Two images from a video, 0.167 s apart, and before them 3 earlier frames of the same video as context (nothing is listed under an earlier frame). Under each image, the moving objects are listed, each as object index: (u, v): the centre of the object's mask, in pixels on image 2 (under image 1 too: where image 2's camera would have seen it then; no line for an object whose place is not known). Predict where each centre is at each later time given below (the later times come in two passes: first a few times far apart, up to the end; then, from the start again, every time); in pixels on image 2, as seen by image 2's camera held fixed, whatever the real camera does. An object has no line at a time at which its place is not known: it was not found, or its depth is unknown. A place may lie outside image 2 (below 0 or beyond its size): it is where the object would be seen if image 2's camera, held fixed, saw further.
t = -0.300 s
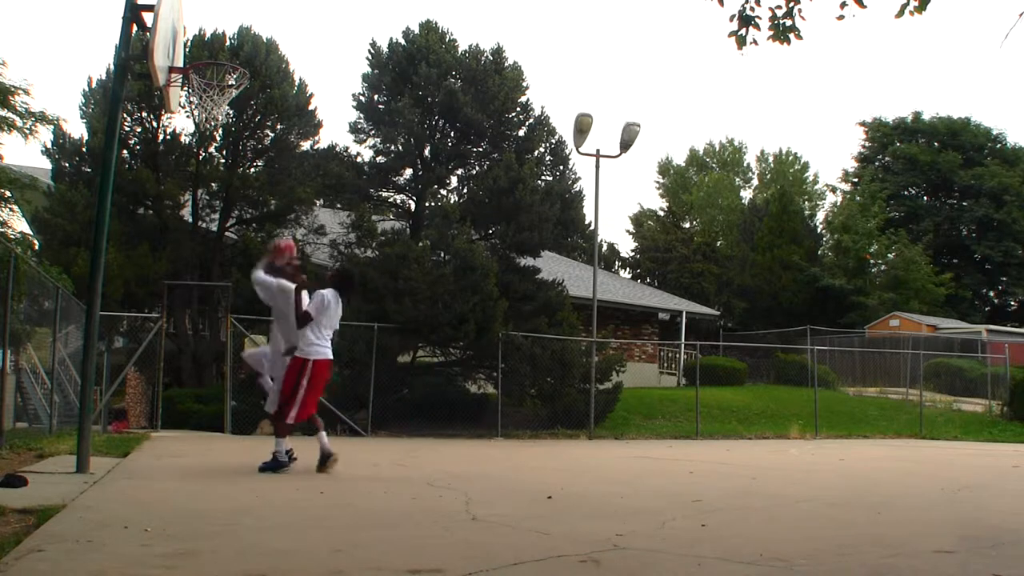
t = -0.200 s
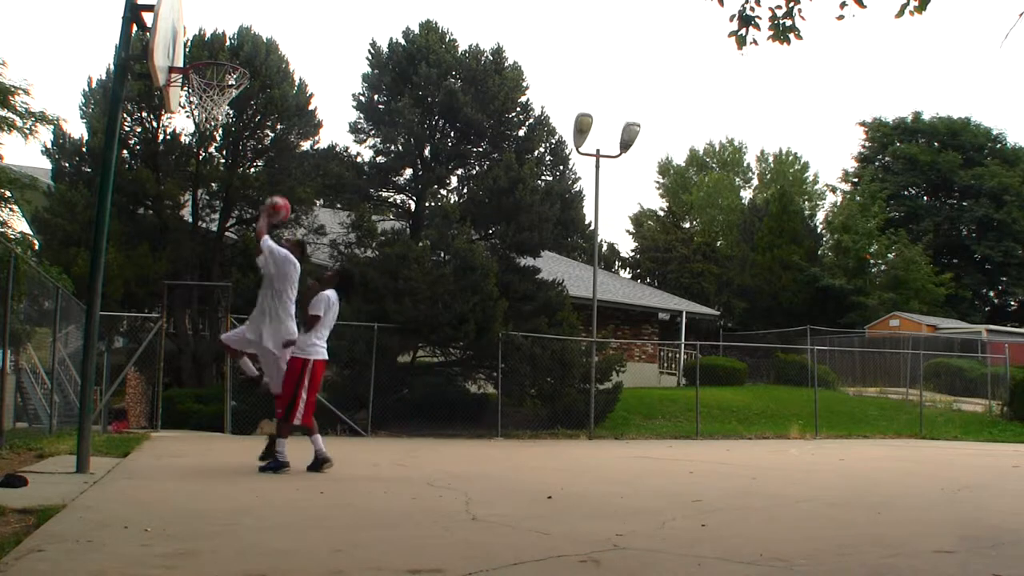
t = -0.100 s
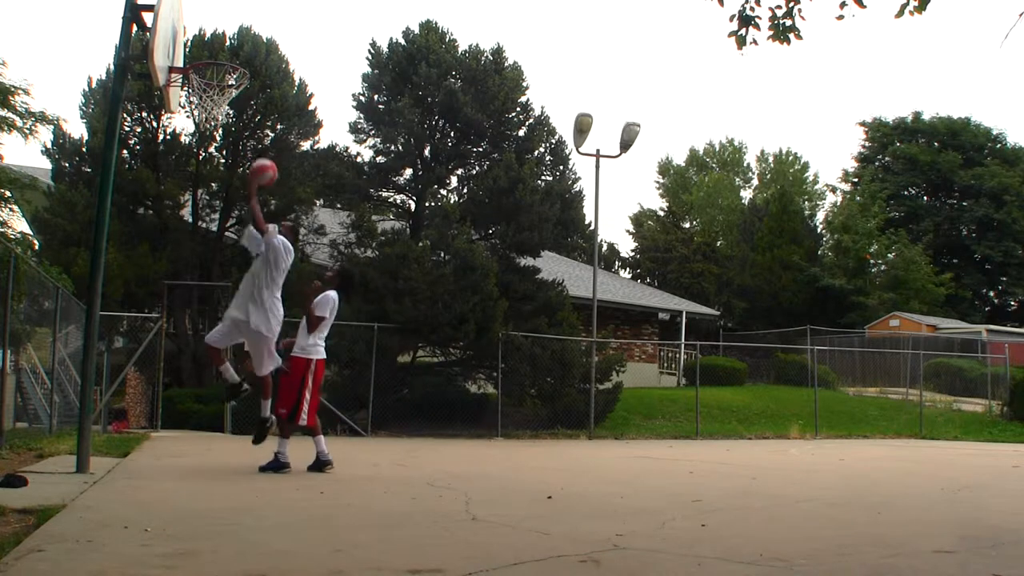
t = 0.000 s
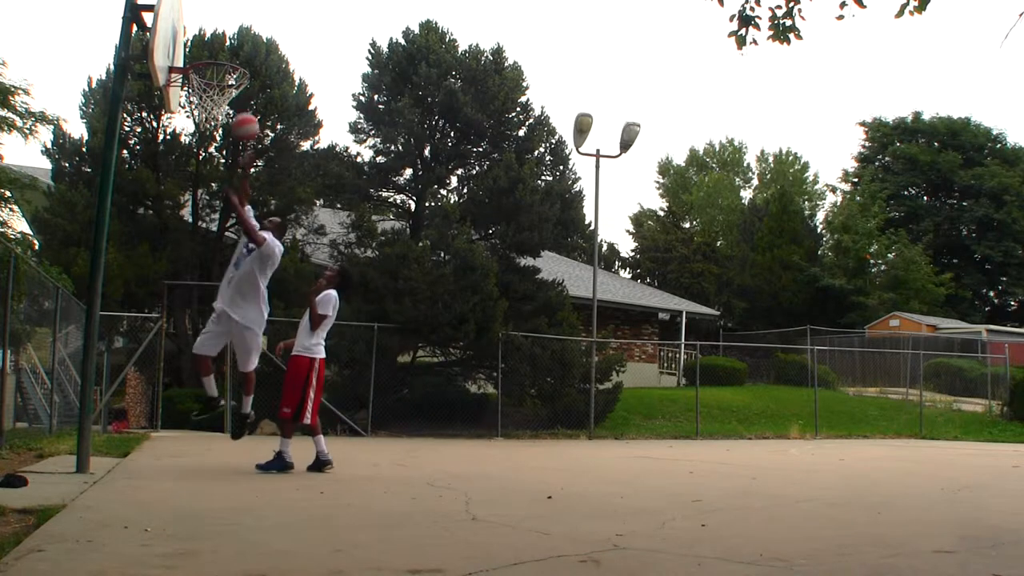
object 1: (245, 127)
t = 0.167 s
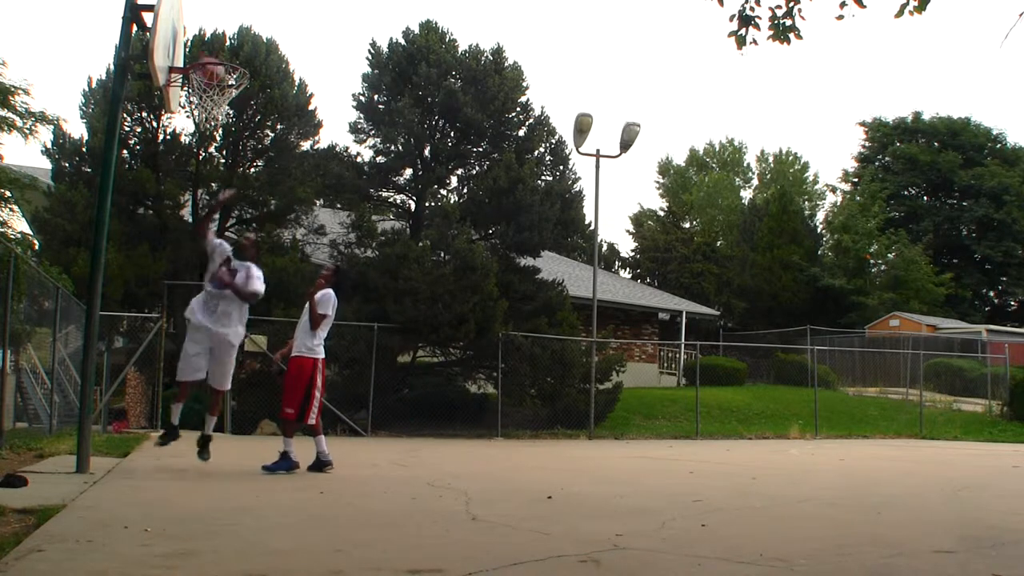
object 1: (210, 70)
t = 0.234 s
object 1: (194, 55)
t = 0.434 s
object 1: (220, 55)
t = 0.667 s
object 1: (211, 116)
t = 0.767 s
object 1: (197, 156)
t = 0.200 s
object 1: (202, 62)
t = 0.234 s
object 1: (194, 55)
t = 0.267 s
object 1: (192, 53)
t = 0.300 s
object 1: (199, 51)
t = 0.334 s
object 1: (203, 51)
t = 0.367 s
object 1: (208, 52)
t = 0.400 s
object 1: (214, 53)
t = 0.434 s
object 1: (220, 55)
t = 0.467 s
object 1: (228, 63)
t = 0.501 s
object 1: (231, 72)
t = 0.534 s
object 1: (229, 80)
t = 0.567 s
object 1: (224, 89)
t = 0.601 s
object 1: (221, 94)
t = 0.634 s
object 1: (216, 107)
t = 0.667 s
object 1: (211, 116)
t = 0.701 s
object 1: (204, 129)
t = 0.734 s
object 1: (200, 143)
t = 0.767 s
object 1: (197, 156)
